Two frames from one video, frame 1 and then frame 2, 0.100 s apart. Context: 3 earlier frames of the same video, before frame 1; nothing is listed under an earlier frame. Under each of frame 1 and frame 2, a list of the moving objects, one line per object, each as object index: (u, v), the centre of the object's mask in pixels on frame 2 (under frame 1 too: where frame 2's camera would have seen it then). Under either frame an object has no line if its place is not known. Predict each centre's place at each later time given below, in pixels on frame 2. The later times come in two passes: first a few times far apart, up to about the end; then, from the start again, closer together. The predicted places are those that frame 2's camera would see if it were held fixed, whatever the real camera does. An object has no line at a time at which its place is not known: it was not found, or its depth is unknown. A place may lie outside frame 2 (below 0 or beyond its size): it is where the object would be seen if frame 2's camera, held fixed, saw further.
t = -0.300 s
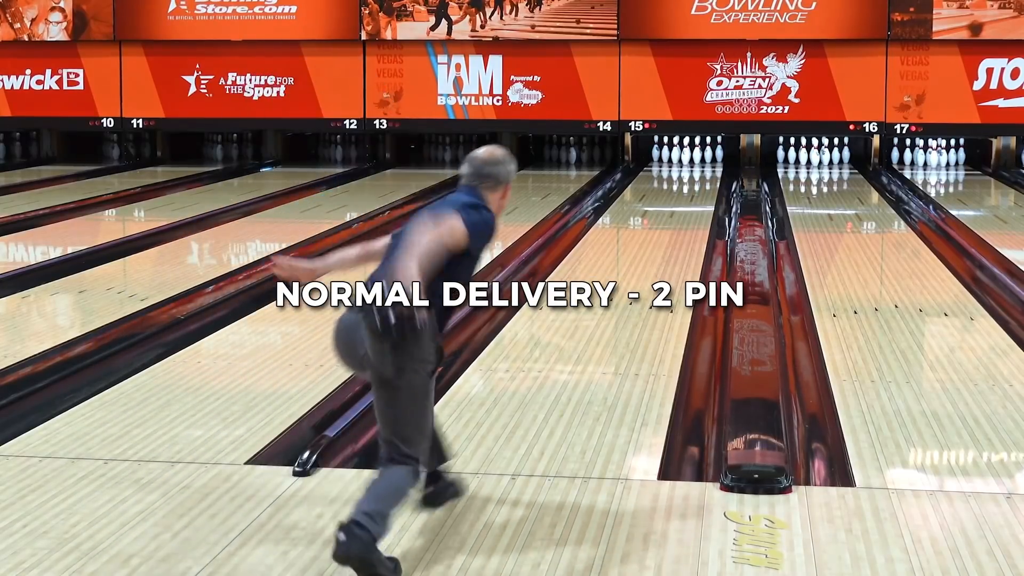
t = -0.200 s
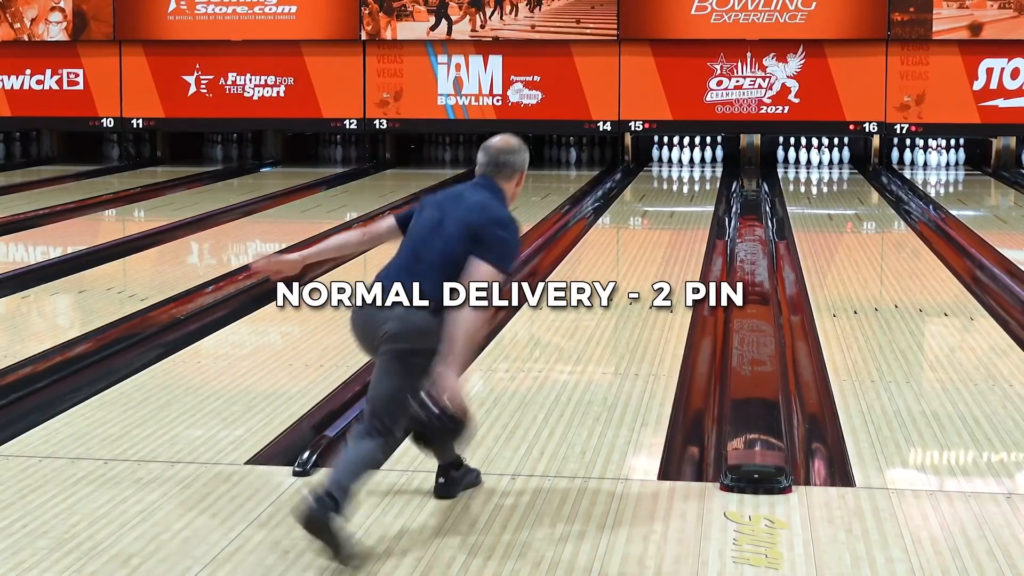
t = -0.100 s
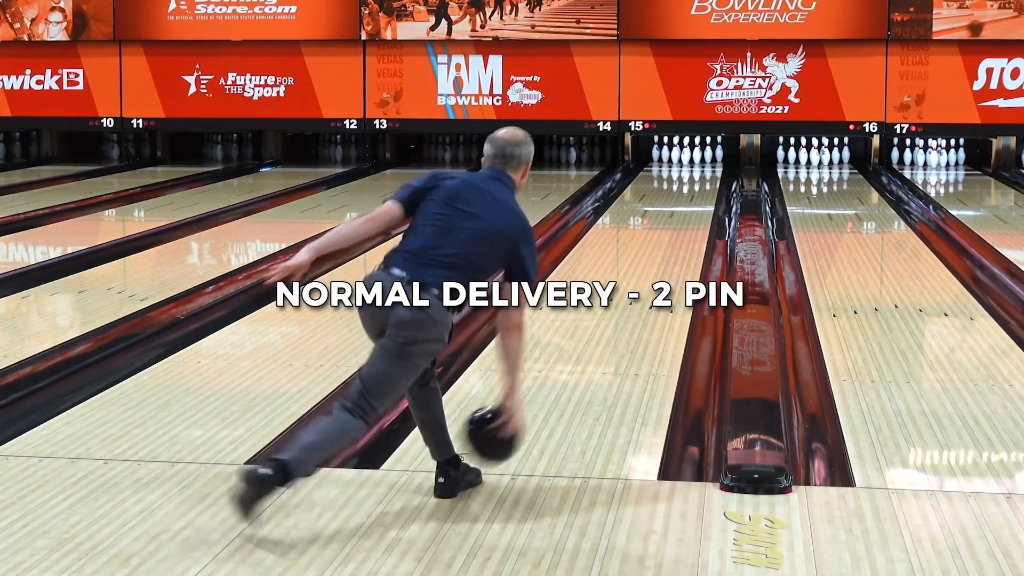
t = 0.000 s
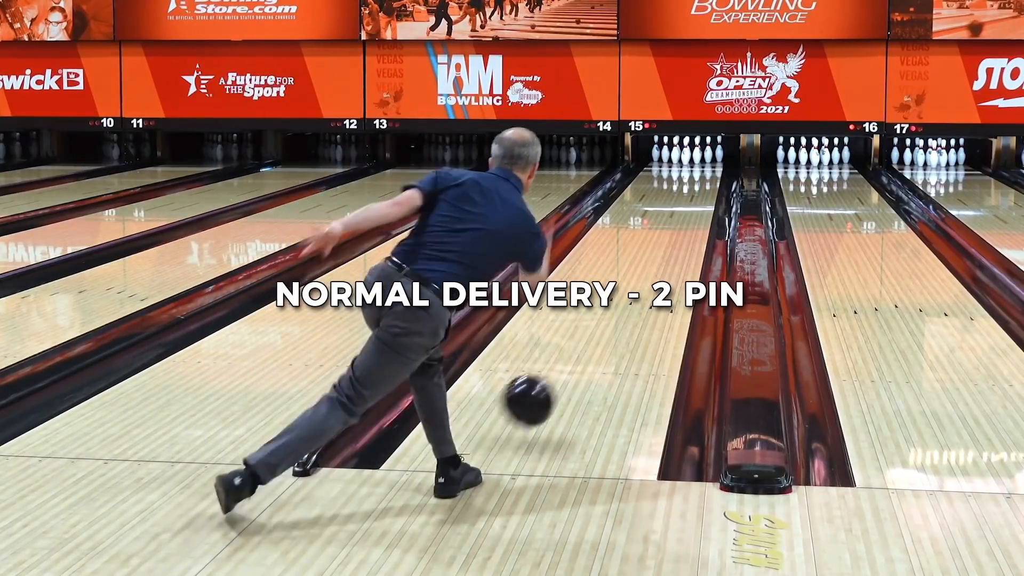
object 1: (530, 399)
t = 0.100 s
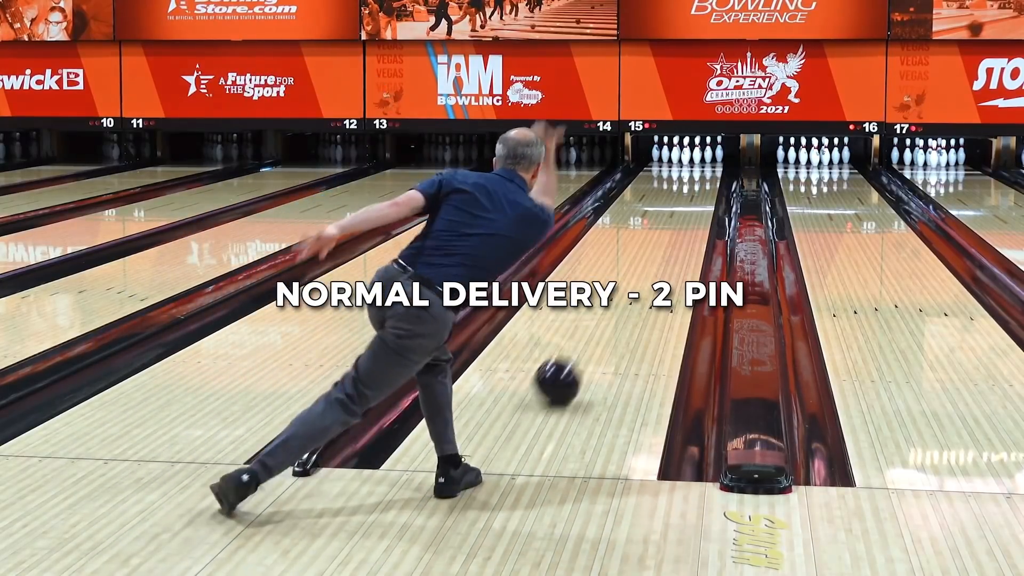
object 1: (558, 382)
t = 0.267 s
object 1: (595, 337)
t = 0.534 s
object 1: (636, 286)
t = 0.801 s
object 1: (664, 251)
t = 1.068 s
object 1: (683, 225)
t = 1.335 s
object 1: (698, 205)
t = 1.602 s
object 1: (706, 189)
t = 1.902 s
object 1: (710, 176)
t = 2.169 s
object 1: (707, 167)
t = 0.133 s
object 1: (566, 371)
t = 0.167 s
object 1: (574, 362)
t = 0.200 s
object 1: (581, 354)
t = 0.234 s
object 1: (588, 345)
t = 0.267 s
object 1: (595, 337)
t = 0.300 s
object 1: (601, 330)
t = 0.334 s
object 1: (607, 324)
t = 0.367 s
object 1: (613, 317)
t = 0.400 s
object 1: (618, 311)
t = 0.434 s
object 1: (623, 304)
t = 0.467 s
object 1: (628, 297)
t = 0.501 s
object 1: (632, 292)
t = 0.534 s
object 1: (636, 286)
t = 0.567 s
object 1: (640, 280)
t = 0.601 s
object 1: (644, 276)
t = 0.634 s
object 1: (647, 271)
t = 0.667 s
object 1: (651, 267)
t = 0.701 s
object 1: (655, 263)
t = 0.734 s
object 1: (658, 259)
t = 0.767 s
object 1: (661, 255)
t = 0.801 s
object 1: (664, 251)
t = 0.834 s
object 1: (667, 247)
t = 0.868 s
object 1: (670, 243)
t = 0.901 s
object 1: (672, 240)
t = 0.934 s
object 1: (675, 237)
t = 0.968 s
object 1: (677, 234)
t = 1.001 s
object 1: (679, 231)
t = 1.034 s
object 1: (681, 228)
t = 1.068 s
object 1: (683, 225)
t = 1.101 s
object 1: (685, 222)
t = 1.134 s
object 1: (687, 219)
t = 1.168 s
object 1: (690, 217)
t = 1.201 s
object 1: (691, 214)
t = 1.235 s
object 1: (693, 212)
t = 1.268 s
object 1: (694, 209)
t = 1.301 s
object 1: (696, 207)
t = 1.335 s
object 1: (698, 205)
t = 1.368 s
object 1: (699, 203)
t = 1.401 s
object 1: (700, 201)
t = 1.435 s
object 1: (701, 198)
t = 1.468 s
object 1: (702, 197)
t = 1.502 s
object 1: (704, 195)
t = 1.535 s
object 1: (704, 193)
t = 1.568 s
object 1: (705, 191)
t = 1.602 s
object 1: (706, 189)
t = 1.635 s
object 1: (707, 188)
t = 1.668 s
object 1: (708, 186)
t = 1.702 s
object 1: (708, 184)
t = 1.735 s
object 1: (709, 183)
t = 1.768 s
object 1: (709, 182)
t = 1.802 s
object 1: (710, 180)
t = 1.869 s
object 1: (710, 177)
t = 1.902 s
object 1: (710, 176)
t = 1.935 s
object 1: (710, 175)
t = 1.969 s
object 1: (710, 173)
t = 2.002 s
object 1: (710, 172)
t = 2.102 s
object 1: (708, 168)
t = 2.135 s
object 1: (707, 167)
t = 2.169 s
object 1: (707, 167)
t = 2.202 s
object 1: (705, 166)
